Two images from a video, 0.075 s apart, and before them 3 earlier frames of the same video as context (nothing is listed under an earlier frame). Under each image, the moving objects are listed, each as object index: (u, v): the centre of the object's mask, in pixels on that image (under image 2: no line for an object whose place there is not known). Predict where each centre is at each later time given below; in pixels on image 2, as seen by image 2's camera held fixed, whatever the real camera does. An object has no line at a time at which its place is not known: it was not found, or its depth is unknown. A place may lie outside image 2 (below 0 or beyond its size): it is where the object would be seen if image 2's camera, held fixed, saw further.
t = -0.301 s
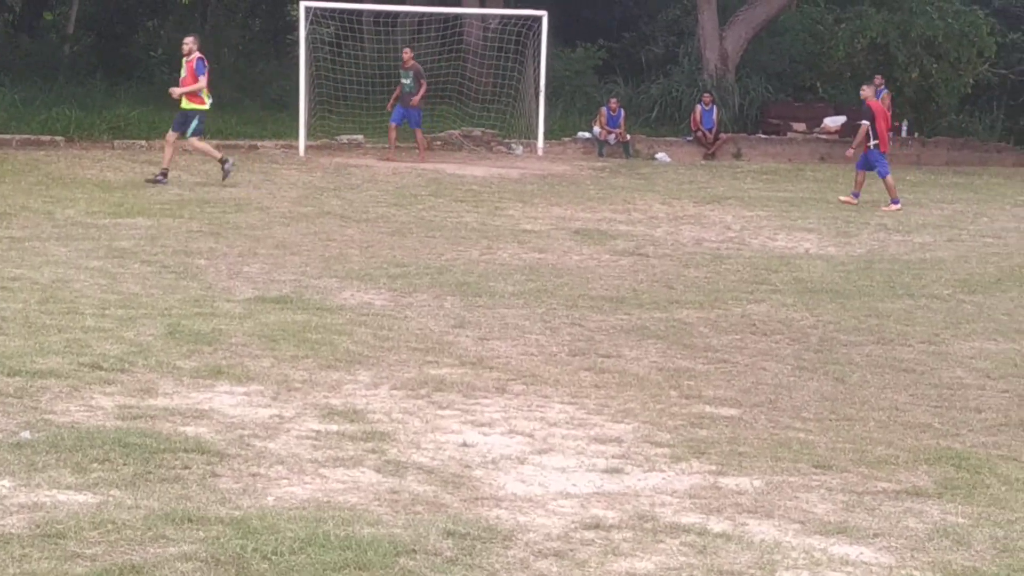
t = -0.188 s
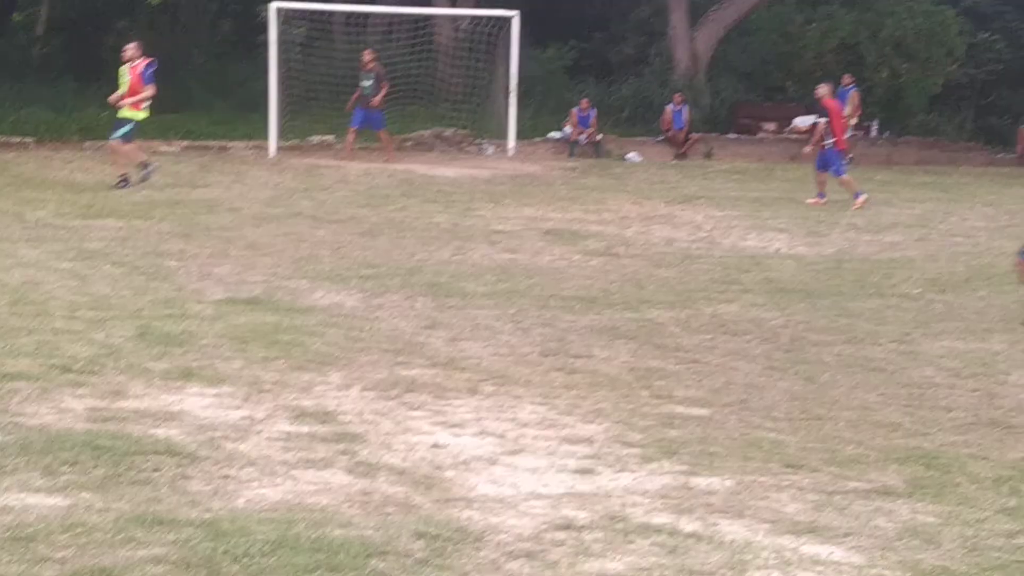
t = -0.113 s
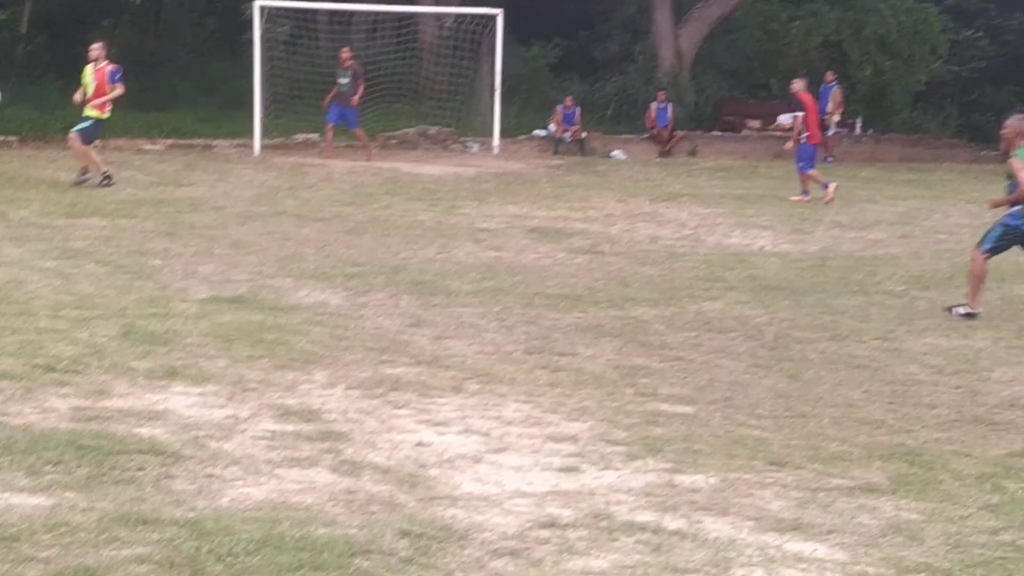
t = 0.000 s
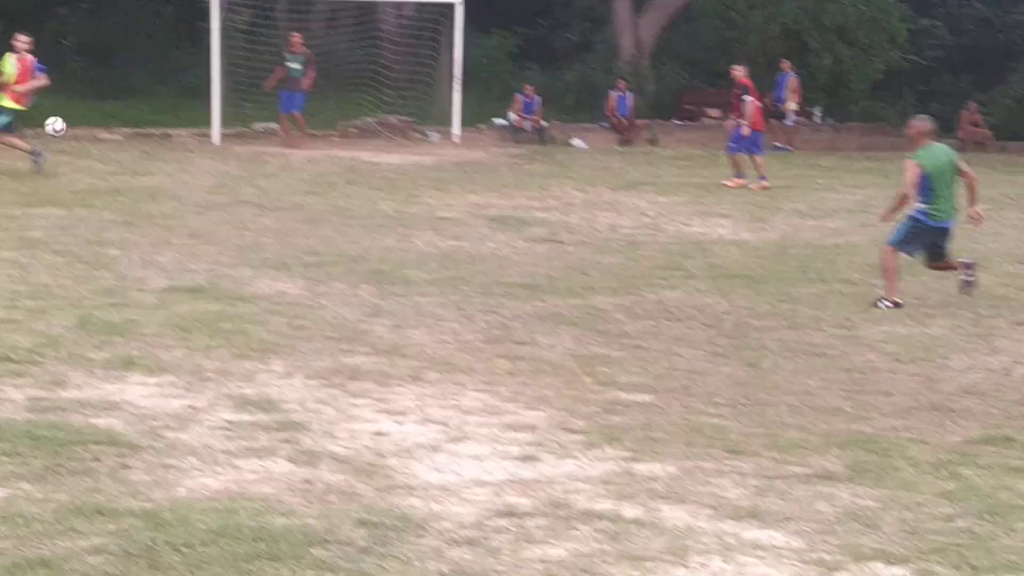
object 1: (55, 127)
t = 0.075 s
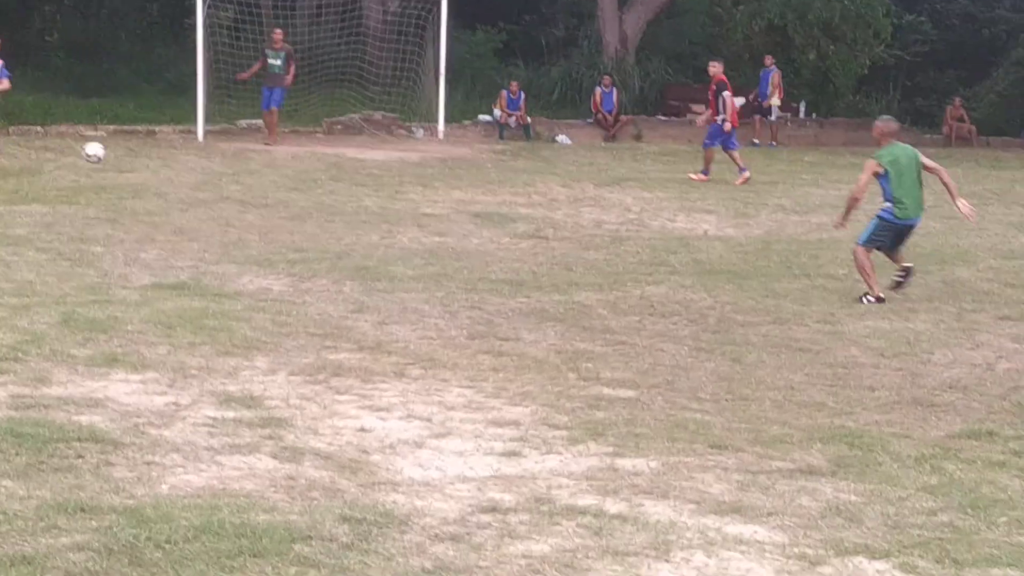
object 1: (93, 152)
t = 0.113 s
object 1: (119, 165)
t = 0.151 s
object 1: (145, 184)
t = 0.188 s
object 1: (164, 182)
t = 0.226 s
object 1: (181, 172)
